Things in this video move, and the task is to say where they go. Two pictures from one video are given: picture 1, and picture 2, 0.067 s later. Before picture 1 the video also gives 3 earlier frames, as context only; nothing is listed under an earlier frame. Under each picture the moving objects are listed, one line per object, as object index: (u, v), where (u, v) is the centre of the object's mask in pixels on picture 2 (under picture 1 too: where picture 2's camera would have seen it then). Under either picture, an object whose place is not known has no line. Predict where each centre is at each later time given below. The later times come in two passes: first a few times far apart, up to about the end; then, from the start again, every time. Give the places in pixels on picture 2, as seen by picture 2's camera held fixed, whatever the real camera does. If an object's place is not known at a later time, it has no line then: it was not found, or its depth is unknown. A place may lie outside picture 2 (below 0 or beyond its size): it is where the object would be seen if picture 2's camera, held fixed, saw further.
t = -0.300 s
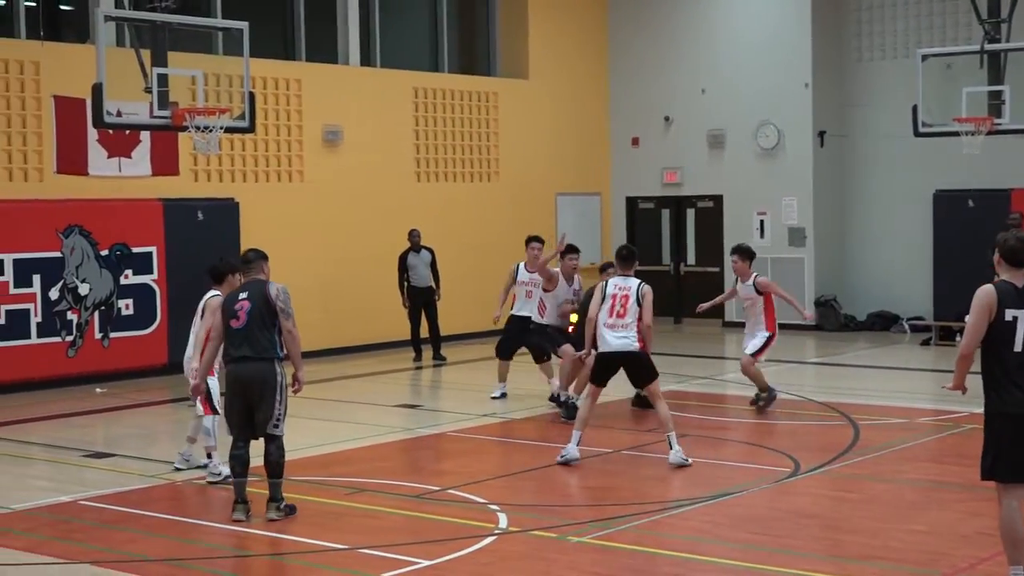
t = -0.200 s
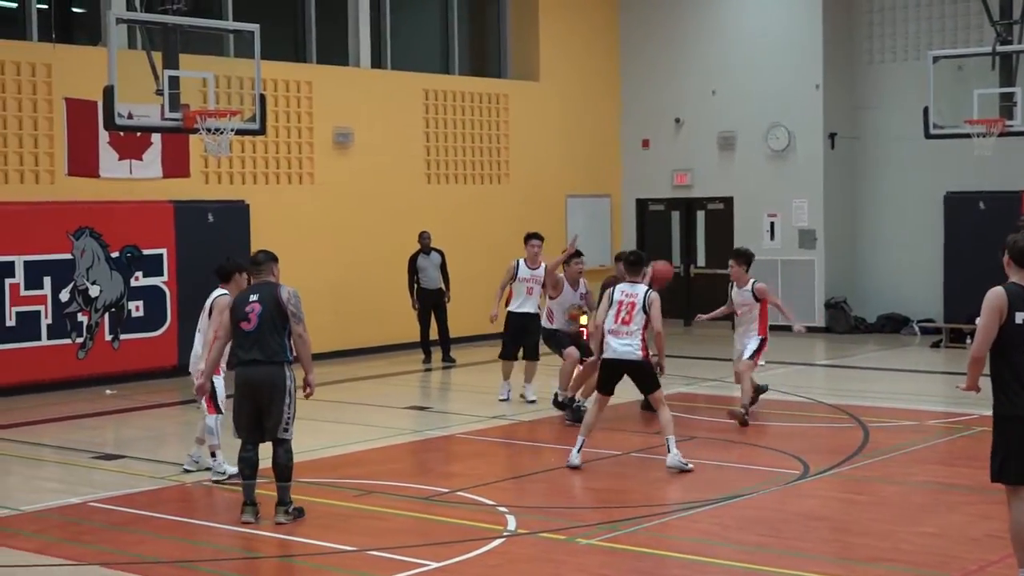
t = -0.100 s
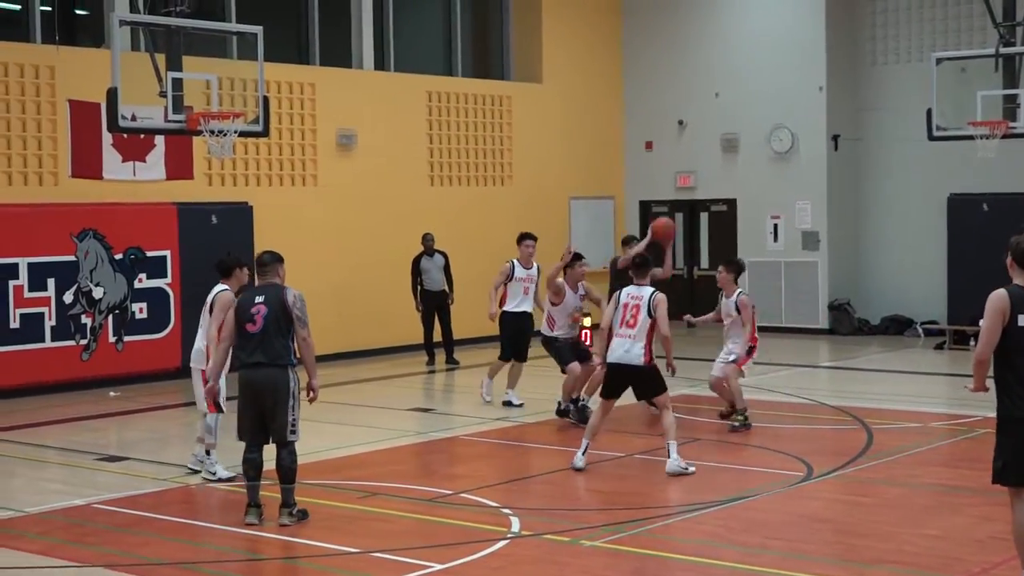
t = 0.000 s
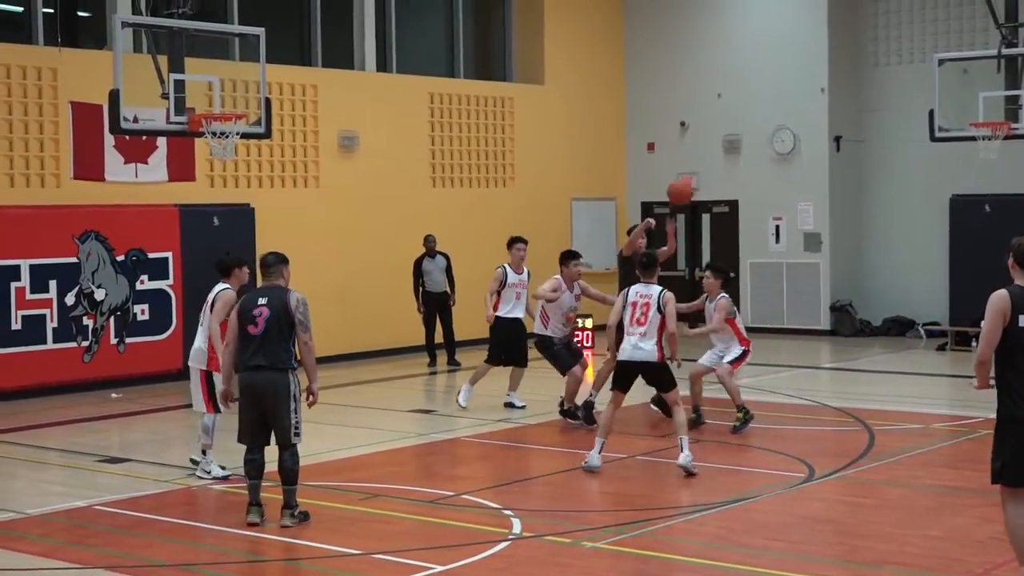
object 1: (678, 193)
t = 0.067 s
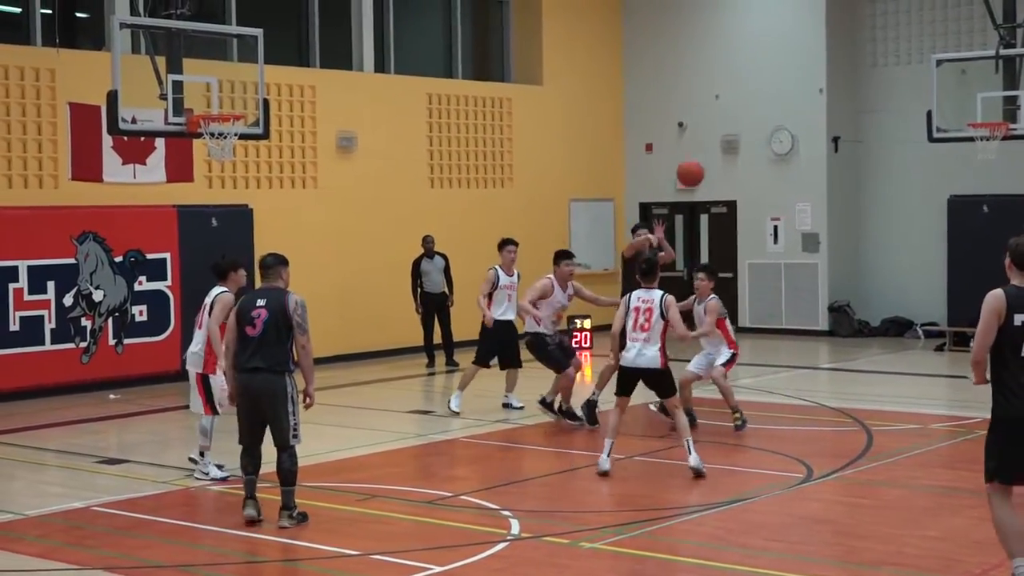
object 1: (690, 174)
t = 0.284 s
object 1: (735, 139)
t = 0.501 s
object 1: (795, 161)
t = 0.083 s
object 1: (693, 169)
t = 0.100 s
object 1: (696, 165)
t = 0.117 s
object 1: (700, 161)
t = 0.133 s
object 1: (703, 158)
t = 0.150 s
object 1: (706, 154)
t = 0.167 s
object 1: (709, 151)
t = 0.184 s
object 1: (714, 148)
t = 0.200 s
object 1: (717, 147)
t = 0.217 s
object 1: (720, 144)
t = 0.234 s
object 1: (724, 142)
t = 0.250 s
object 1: (728, 140)
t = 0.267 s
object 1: (732, 139)
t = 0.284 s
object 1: (735, 139)
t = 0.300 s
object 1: (739, 138)
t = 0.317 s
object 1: (743, 137)
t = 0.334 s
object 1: (747, 138)
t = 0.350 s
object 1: (752, 138)
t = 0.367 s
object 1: (755, 138)
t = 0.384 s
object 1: (759, 140)
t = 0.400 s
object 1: (764, 142)
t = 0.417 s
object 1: (768, 144)
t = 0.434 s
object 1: (774, 146)
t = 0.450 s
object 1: (779, 149)
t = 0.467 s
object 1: (783, 153)
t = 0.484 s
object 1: (789, 157)
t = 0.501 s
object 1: (795, 161)
